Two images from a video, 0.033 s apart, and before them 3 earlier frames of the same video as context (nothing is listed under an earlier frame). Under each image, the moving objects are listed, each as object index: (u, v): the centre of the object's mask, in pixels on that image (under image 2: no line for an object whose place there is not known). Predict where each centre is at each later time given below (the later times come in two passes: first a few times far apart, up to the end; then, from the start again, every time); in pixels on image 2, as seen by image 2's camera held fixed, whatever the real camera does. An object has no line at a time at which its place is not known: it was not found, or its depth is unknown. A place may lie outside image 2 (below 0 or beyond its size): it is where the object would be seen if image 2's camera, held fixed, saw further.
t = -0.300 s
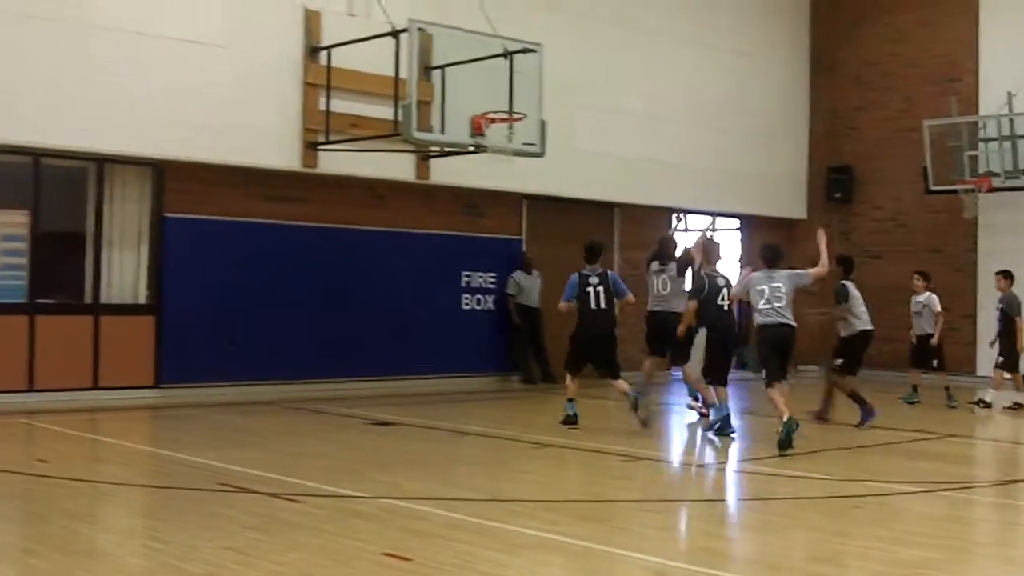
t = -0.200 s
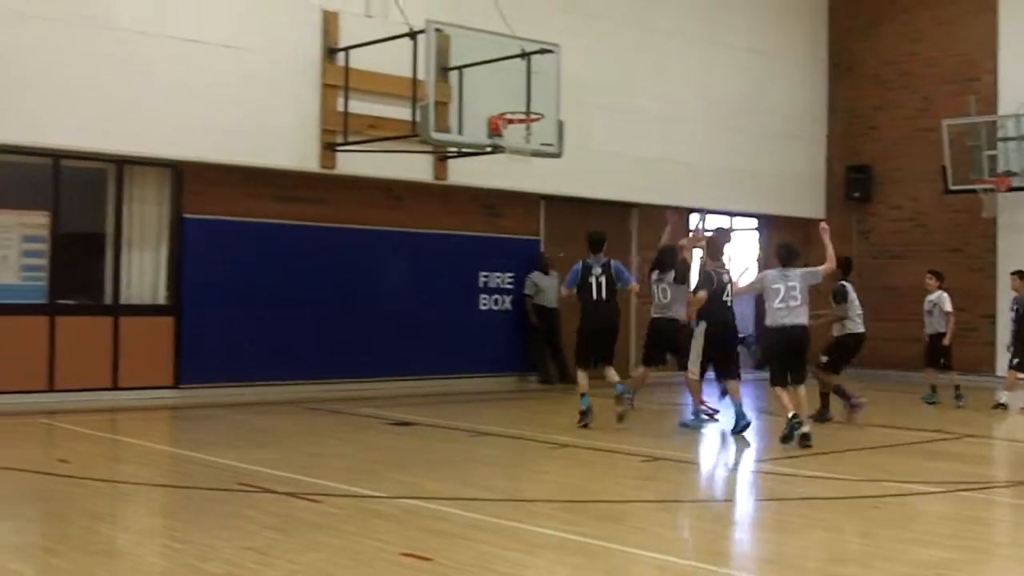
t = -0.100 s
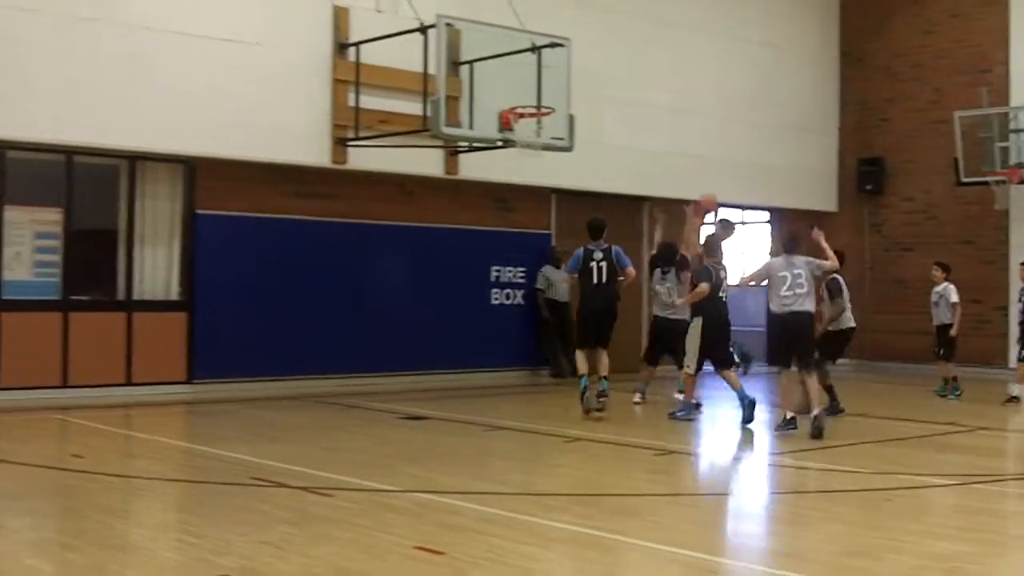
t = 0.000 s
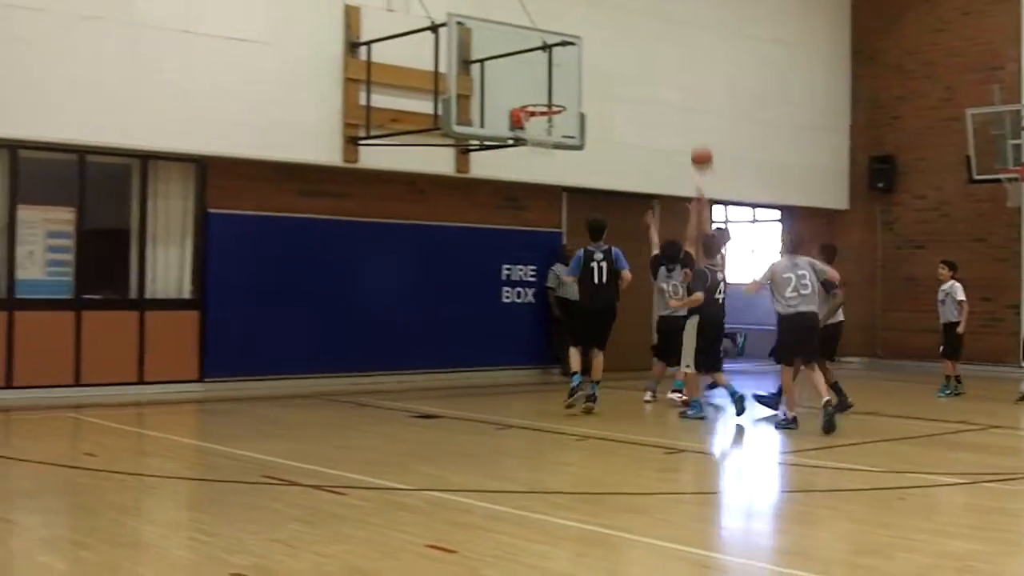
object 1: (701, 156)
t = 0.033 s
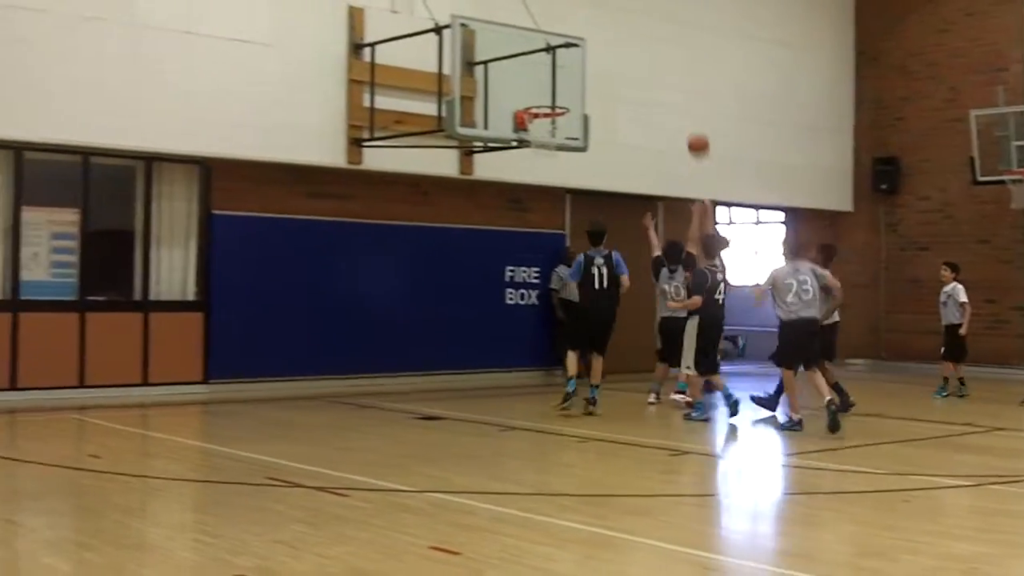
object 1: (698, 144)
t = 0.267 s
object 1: (648, 71)
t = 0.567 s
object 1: (584, 51)
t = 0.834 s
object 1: (558, 88)
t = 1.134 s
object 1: (570, 74)
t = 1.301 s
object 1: (576, 85)
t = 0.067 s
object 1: (690, 131)
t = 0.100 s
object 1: (683, 118)
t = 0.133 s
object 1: (676, 107)
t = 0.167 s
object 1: (669, 97)
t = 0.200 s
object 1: (662, 87)
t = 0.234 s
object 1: (655, 79)
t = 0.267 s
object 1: (648, 71)
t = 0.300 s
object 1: (641, 65)
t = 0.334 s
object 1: (634, 60)
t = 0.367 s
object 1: (627, 56)
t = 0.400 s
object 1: (620, 52)
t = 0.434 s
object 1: (613, 50)
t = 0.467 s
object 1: (605, 49)
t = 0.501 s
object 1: (599, 48)
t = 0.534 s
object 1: (591, 49)
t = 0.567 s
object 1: (584, 51)
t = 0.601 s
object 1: (578, 53)
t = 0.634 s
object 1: (571, 57)
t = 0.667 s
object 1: (563, 61)
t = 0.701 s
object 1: (557, 67)
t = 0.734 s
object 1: (555, 72)
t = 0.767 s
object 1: (555, 76)
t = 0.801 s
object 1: (557, 82)
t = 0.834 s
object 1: (558, 88)
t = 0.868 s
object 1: (559, 96)
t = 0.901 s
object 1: (560, 100)
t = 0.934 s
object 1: (562, 94)
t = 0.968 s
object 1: (563, 88)
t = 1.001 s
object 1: (565, 83)
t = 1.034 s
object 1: (566, 79)
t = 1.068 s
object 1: (567, 76)
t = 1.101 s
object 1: (568, 74)
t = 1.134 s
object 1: (570, 74)
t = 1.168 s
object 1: (571, 74)
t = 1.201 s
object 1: (573, 75)
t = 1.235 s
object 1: (574, 77)
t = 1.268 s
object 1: (575, 81)
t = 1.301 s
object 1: (576, 85)
